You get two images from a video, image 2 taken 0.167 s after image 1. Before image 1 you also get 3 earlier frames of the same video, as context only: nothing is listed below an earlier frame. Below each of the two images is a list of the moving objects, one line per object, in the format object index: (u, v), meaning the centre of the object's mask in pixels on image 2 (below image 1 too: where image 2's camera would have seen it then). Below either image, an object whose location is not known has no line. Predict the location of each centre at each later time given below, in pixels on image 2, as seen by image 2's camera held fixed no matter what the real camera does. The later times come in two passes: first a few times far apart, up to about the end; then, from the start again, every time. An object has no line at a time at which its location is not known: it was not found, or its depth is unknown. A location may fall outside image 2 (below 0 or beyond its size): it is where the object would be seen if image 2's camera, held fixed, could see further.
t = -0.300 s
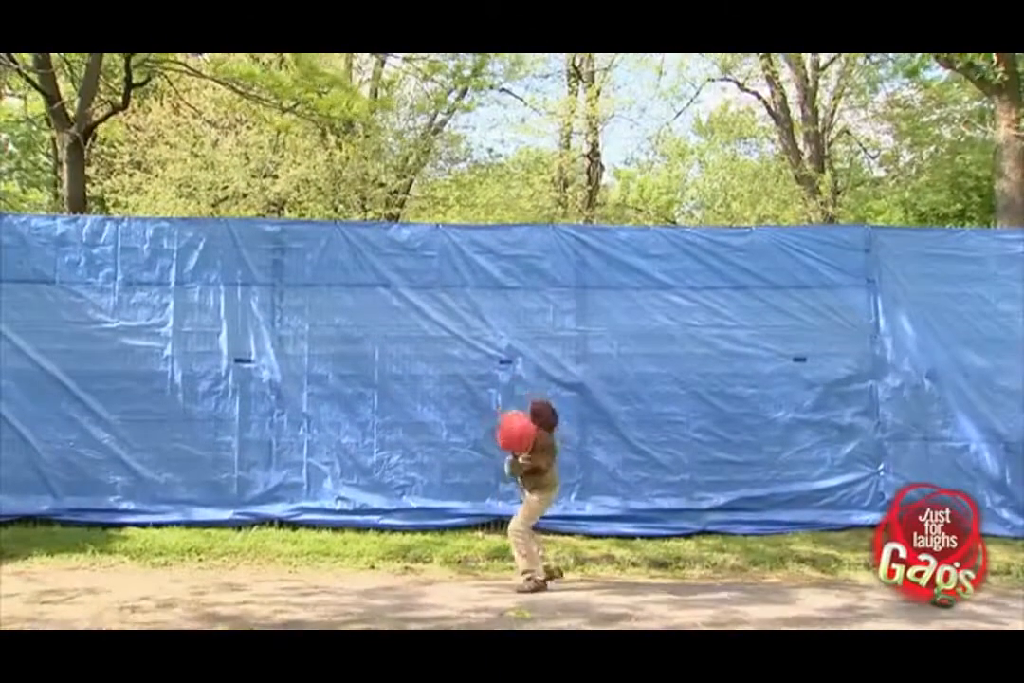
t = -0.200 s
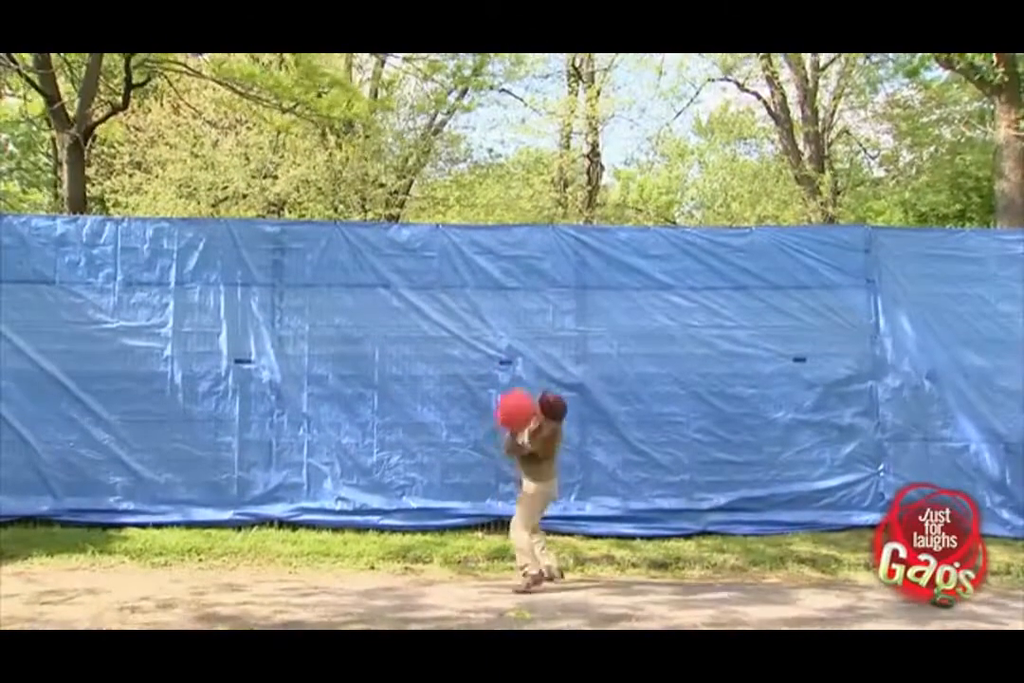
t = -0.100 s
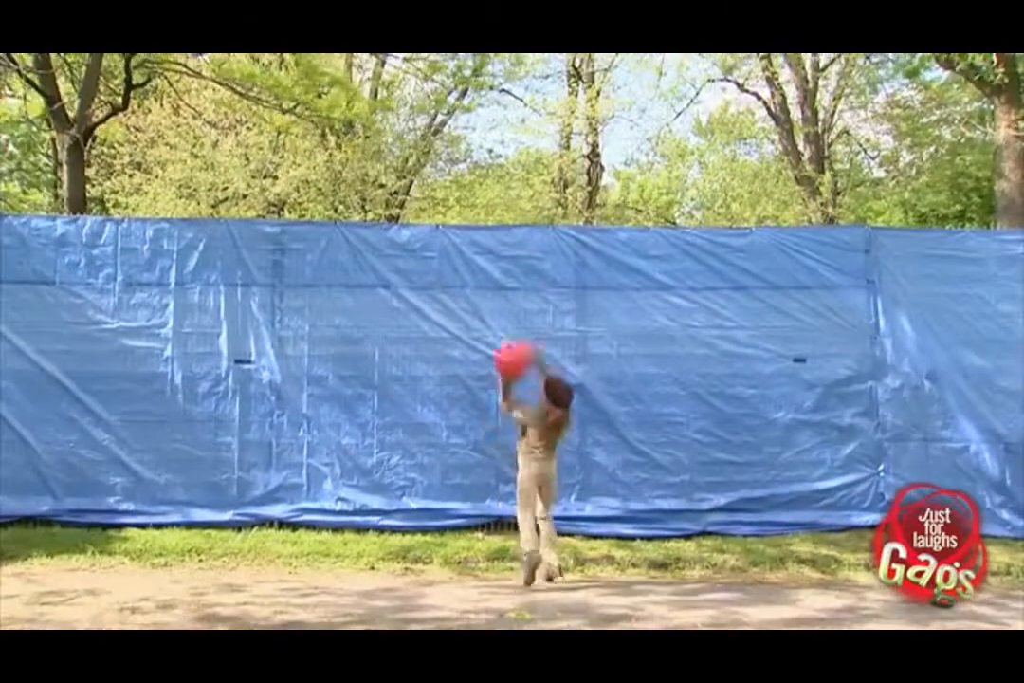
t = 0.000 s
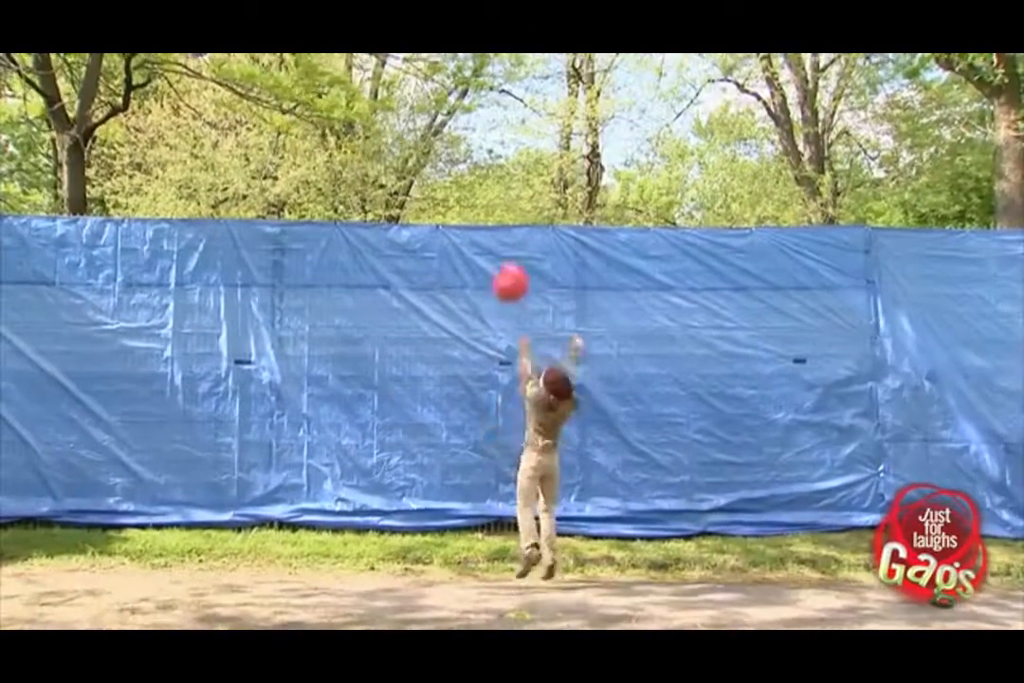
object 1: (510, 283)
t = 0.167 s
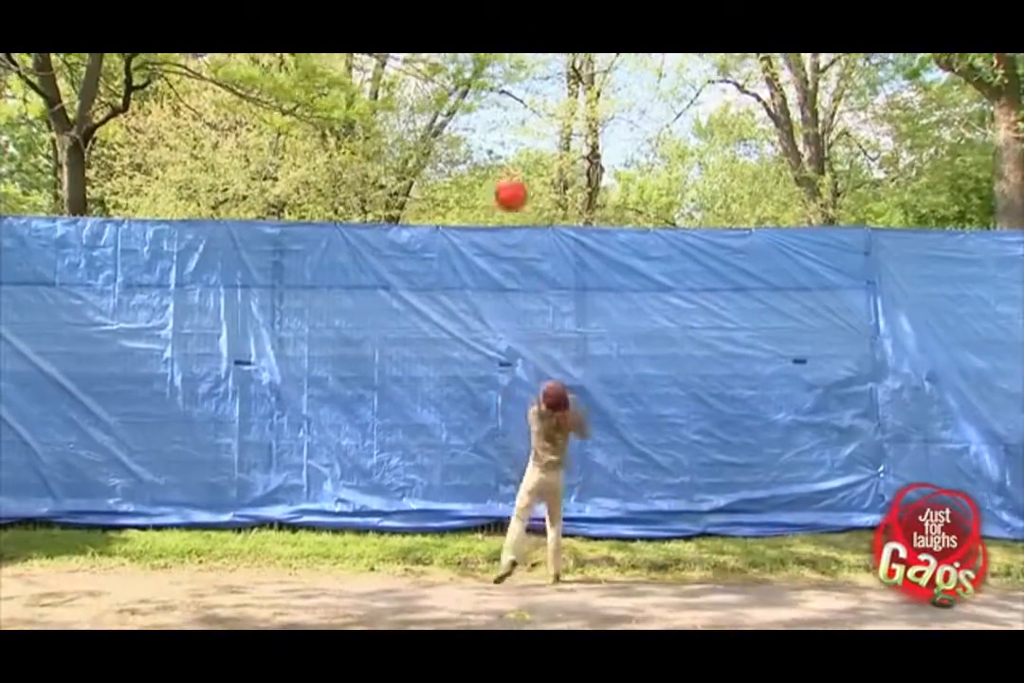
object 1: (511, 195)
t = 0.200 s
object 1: (512, 183)
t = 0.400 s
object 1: (515, 144)
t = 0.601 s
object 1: (517, 157)
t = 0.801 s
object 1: (521, 210)
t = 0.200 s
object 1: (512, 183)
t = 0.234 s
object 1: (512, 172)
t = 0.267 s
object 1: (512, 164)
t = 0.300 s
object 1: (513, 156)
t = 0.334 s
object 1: (513, 150)
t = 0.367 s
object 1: (514, 146)
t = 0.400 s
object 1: (515, 144)
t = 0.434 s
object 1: (515, 143)
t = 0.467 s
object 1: (515, 143)
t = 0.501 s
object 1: (515, 144)
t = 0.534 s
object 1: (516, 146)
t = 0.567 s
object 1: (517, 151)
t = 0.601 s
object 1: (517, 157)
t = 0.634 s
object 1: (518, 164)
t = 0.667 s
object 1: (519, 170)
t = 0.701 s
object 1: (520, 179)
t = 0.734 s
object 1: (521, 190)
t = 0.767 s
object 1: (521, 199)
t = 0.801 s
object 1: (521, 210)
